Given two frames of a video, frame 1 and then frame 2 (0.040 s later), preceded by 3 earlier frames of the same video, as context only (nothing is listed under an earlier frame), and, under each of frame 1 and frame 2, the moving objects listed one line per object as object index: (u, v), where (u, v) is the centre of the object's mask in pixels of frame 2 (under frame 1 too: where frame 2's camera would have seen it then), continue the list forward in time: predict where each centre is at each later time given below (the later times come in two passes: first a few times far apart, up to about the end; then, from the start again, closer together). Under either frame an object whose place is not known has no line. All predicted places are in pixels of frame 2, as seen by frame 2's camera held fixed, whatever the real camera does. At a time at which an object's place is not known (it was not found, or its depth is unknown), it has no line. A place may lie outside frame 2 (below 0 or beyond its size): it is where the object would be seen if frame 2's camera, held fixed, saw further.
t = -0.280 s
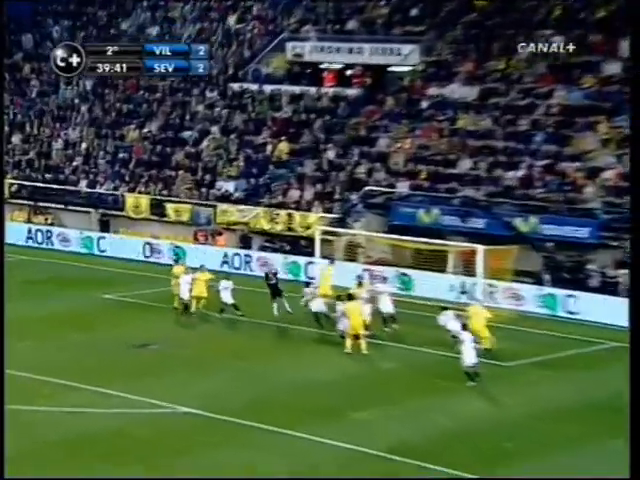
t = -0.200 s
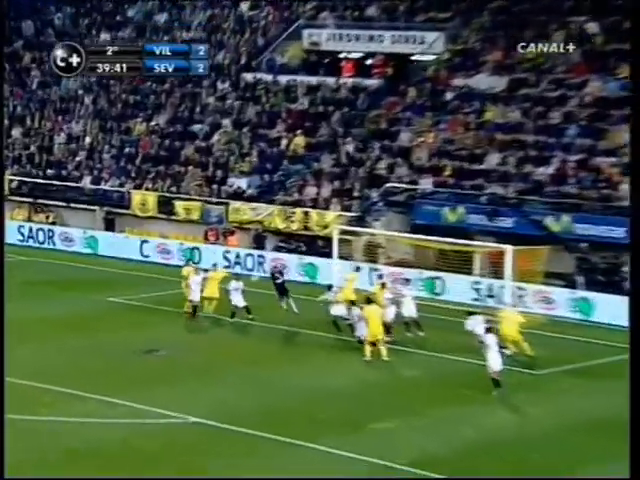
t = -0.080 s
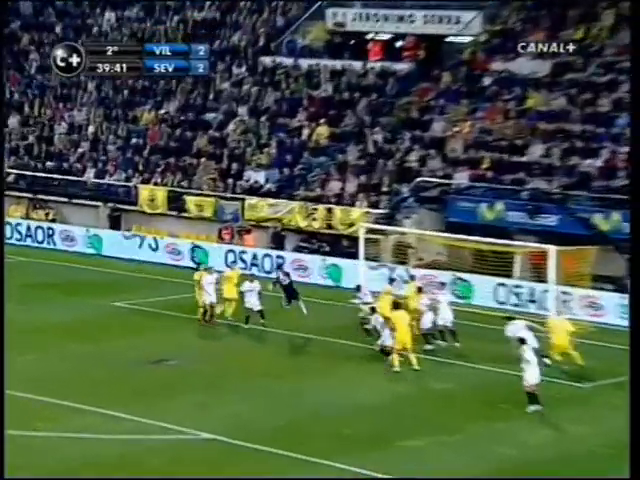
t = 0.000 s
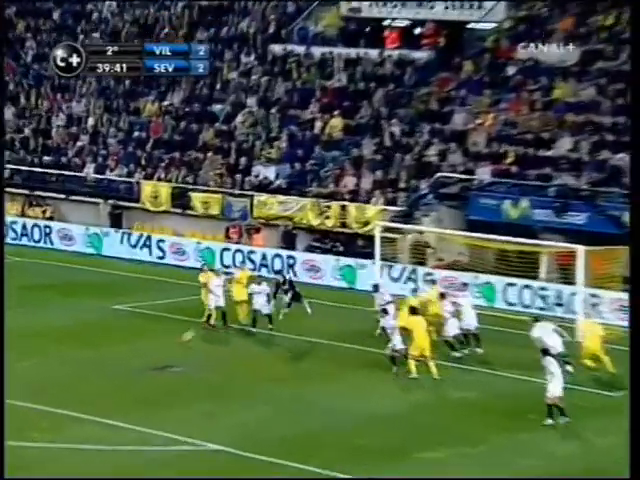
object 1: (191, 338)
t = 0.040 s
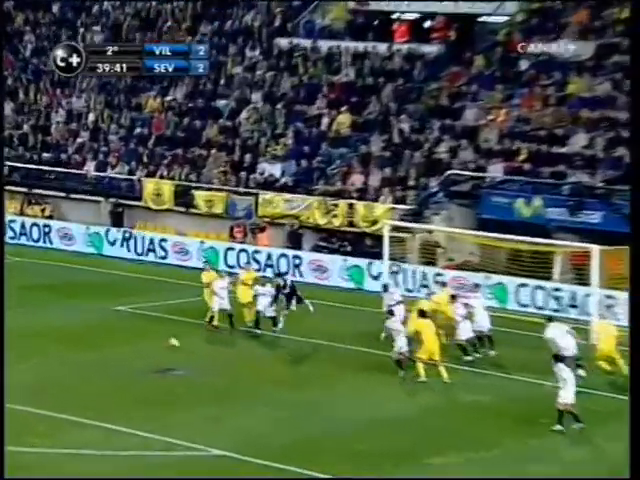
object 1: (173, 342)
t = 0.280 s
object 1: (97, 296)
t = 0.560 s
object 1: (6, 274)
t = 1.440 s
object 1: (-258, 340)
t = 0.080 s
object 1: (160, 333)
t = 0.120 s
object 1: (148, 323)
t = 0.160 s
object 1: (135, 315)
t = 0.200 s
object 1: (123, 308)
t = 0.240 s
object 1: (110, 301)
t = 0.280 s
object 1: (97, 296)
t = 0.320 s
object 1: (84, 290)
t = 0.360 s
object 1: (71, 285)
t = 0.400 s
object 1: (58, 282)
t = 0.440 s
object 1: (45, 279)
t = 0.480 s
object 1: (32, 277)
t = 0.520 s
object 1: (19, 275)
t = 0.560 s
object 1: (6, 274)
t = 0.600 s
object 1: (-7, 274)
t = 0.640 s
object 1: (-20, 275)
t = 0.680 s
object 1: (-33, 276)
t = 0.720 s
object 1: (-46, 278)
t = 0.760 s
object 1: (-59, 281)
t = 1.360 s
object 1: (-236, 348)
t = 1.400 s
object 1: (-247, 344)
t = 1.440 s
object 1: (-258, 340)
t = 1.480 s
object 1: (-269, 336)
